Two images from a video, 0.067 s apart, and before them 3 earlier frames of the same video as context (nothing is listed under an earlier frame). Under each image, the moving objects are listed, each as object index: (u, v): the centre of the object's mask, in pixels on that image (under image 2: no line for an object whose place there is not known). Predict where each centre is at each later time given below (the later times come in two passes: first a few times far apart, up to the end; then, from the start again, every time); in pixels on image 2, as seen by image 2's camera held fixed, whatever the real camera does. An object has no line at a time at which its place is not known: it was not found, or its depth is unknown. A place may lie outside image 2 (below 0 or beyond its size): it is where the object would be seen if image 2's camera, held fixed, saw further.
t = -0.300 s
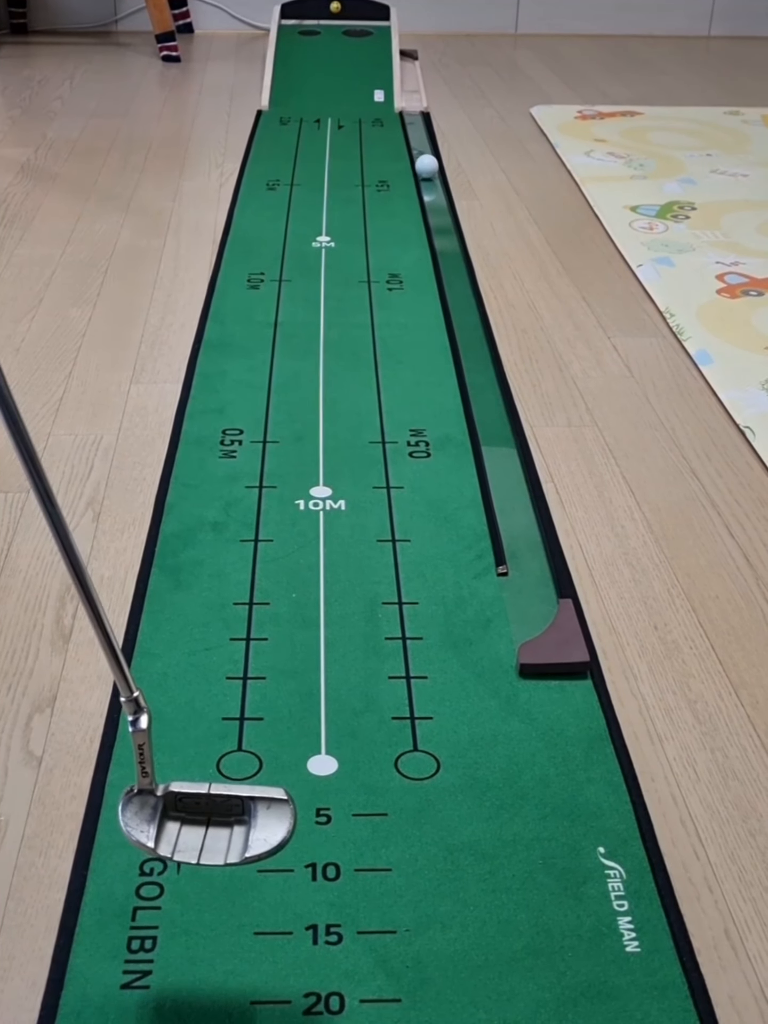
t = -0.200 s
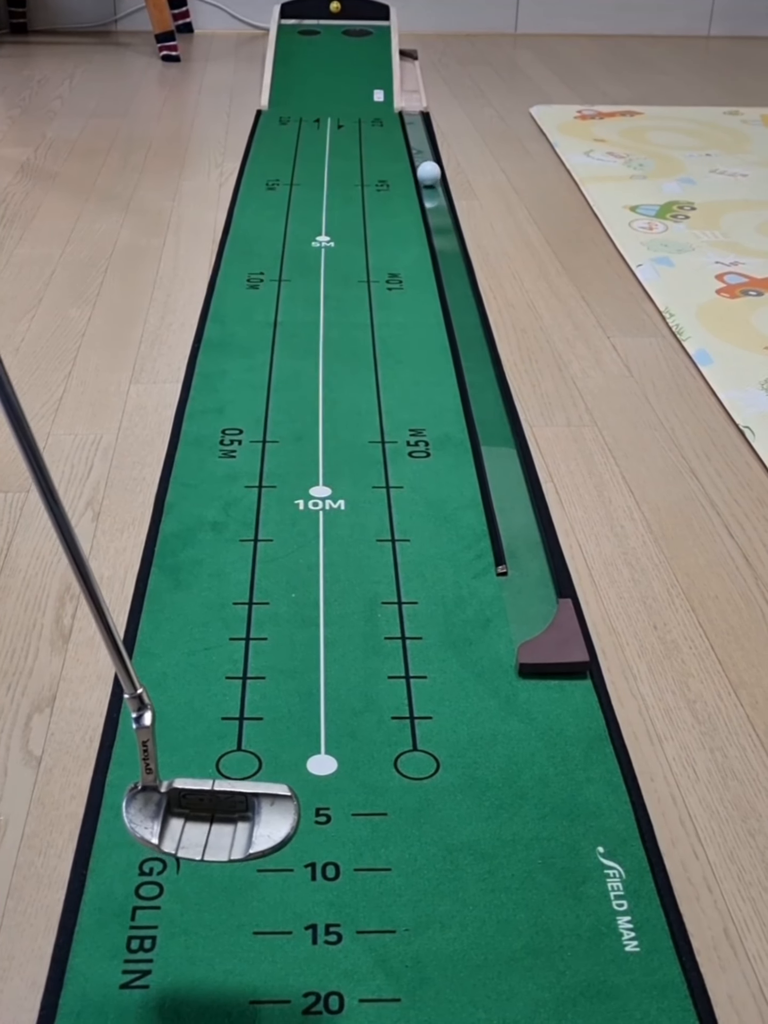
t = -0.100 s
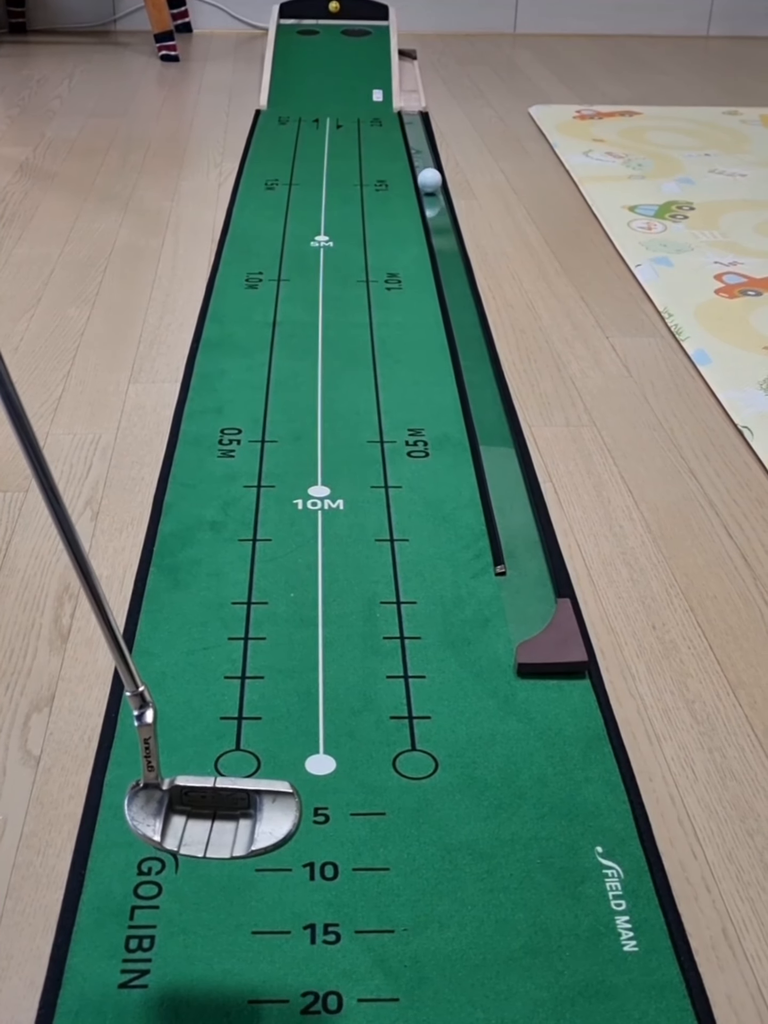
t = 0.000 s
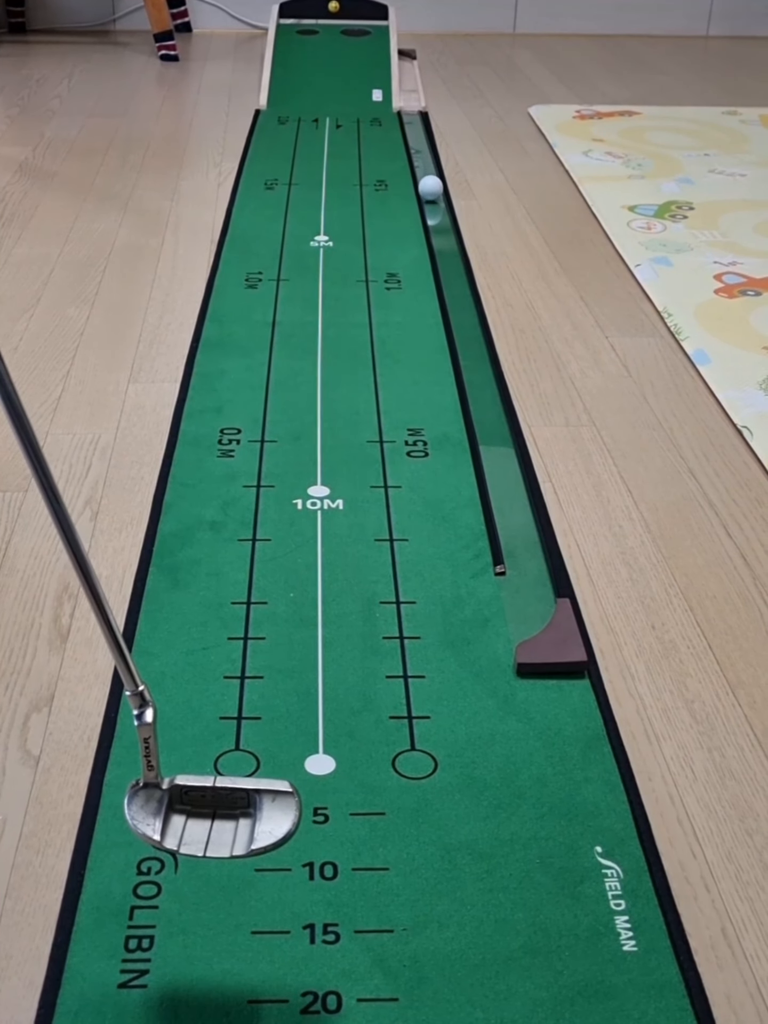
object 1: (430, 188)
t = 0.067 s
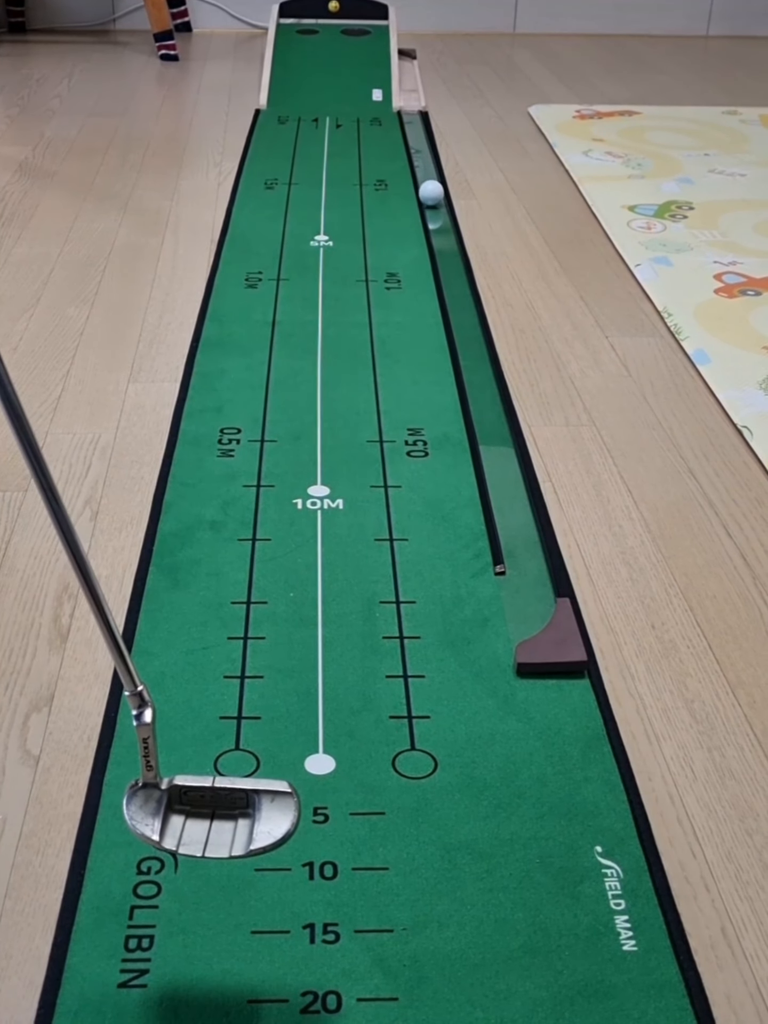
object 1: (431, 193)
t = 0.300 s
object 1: (436, 213)
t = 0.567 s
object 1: (441, 237)
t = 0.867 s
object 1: (449, 266)
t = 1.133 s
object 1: (456, 295)
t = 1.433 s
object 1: (465, 329)
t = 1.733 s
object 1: (474, 366)
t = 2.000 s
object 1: (482, 403)
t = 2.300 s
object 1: (493, 446)
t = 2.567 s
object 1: (503, 489)
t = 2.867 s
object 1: (517, 539)
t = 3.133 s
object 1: (519, 594)
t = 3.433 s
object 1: (458, 637)
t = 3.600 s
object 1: (410, 650)
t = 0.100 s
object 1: (431, 196)
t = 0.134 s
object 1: (431, 198)
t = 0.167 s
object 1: (432, 202)
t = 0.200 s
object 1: (433, 204)
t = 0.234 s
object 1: (435, 207)
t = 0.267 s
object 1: (435, 210)
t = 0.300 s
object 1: (436, 213)
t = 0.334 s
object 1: (437, 216)
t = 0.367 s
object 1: (438, 219)
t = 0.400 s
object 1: (439, 221)
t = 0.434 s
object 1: (439, 225)
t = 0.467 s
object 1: (440, 228)
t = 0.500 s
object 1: (440, 230)
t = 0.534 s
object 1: (441, 234)
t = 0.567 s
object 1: (441, 237)
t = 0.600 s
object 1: (442, 240)
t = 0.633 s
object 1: (443, 243)
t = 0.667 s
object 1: (444, 246)
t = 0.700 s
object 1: (444, 249)
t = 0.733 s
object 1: (445, 252)
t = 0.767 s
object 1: (446, 256)
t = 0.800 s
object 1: (447, 259)
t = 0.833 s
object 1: (448, 263)
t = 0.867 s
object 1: (449, 266)
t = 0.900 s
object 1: (450, 270)
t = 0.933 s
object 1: (450, 273)
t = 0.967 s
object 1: (451, 277)
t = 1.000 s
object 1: (452, 280)
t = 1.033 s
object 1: (453, 284)
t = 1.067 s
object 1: (454, 287)
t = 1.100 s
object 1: (455, 291)
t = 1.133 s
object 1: (456, 295)
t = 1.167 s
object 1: (457, 299)
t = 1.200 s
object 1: (458, 302)
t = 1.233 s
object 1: (459, 306)
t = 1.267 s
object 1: (460, 310)
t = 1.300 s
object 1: (461, 314)
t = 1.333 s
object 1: (462, 317)
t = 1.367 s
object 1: (463, 321)
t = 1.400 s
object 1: (464, 325)
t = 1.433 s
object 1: (465, 329)
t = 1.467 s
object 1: (466, 333)
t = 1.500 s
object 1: (466, 337)
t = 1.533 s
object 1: (468, 341)
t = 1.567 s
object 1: (469, 345)
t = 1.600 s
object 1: (470, 349)
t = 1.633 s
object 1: (470, 354)
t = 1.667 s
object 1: (471, 358)
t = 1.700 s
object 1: (473, 362)
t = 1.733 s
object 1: (474, 366)
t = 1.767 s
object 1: (474, 371)
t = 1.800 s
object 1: (476, 376)
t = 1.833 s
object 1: (477, 380)
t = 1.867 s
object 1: (478, 385)
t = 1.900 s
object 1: (479, 389)
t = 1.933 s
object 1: (480, 394)
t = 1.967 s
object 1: (481, 399)
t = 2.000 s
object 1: (482, 403)
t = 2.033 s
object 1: (484, 408)
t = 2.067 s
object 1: (485, 412)
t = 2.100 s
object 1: (487, 417)
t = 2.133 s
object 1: (488, 422)
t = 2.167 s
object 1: (490, 427)
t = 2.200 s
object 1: (491, 431)
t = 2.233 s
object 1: (492, 436)
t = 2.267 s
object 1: (492, 441)
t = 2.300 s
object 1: (493, 446)
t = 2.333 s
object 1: (495, 451)
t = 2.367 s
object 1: (497, 456)
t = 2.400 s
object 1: (499, 462)
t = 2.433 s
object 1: (500, 467)
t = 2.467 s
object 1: (501, 472)
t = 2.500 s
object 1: (502, 478)
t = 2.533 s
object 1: (503, 484)
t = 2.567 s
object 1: (503, 489)
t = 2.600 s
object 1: (505, 494)
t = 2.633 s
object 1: (507, 500)
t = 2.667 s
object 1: (509, 505)
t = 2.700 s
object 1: (510, 511)
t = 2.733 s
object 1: (511, 516)
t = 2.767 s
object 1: (512, 521)
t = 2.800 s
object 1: (514, 527)
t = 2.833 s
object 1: (516, 532)
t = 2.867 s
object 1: (517, 539)
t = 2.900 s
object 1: (519, 545)
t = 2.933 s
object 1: (520, 551)
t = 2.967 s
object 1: (521, 557)
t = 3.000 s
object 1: (522, 565)
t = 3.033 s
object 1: (522, 572)
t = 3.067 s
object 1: (521, 579)
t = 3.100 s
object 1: (521, 586)
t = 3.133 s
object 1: (519, 594)
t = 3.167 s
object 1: (518, 601)
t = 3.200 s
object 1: (515, 608)
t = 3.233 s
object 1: (512, 615)
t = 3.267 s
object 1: (507, 620)
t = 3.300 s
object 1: (498, 625)
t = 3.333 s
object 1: (487, 628)
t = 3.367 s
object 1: (477, 631)
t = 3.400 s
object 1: (468, 634)
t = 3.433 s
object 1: (458, 637)
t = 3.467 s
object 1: (448, 640)
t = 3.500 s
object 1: (439, 642)
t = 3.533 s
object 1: (429, 645)
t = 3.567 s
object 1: (419, 648)
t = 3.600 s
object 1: (410, 650)
